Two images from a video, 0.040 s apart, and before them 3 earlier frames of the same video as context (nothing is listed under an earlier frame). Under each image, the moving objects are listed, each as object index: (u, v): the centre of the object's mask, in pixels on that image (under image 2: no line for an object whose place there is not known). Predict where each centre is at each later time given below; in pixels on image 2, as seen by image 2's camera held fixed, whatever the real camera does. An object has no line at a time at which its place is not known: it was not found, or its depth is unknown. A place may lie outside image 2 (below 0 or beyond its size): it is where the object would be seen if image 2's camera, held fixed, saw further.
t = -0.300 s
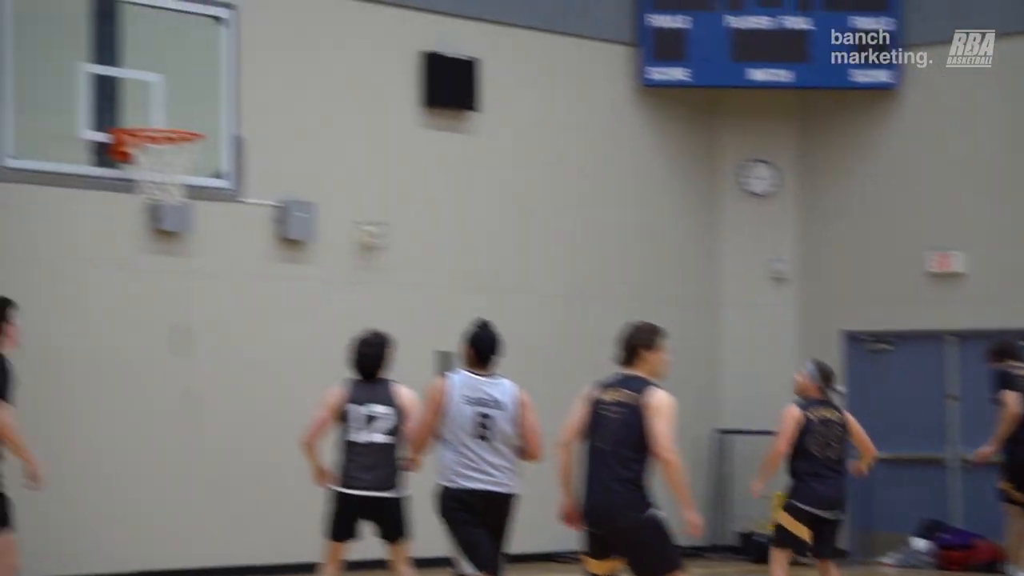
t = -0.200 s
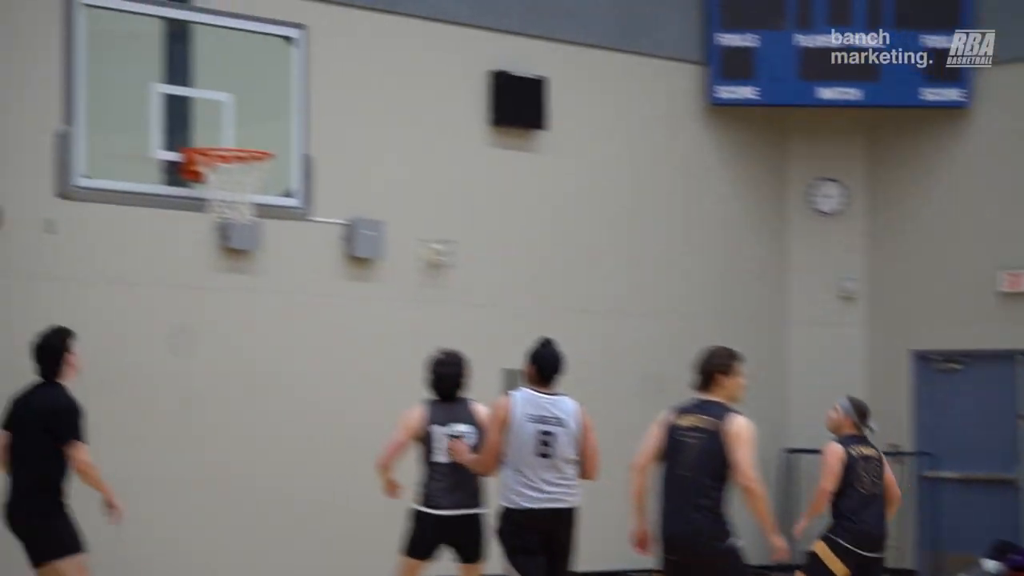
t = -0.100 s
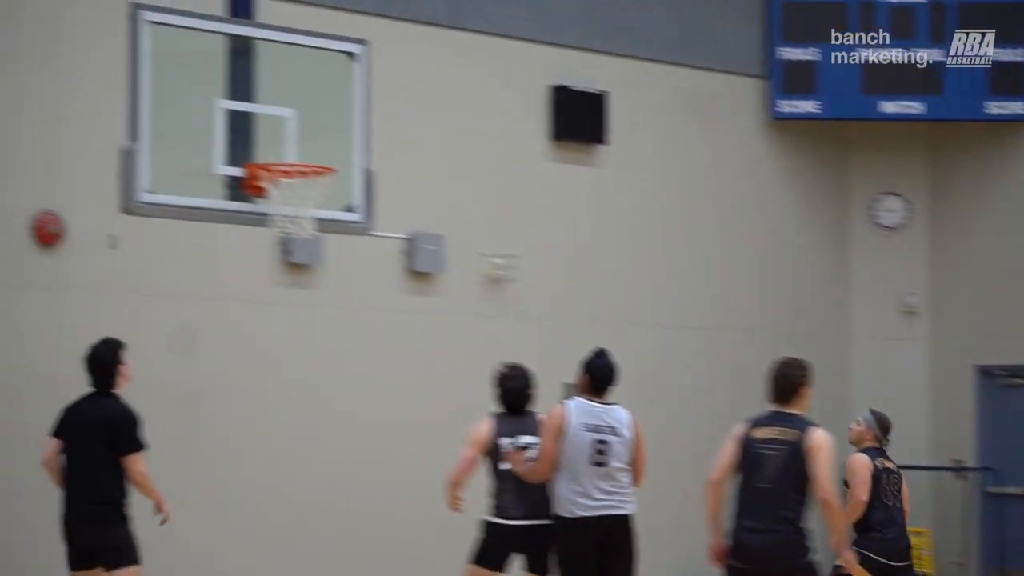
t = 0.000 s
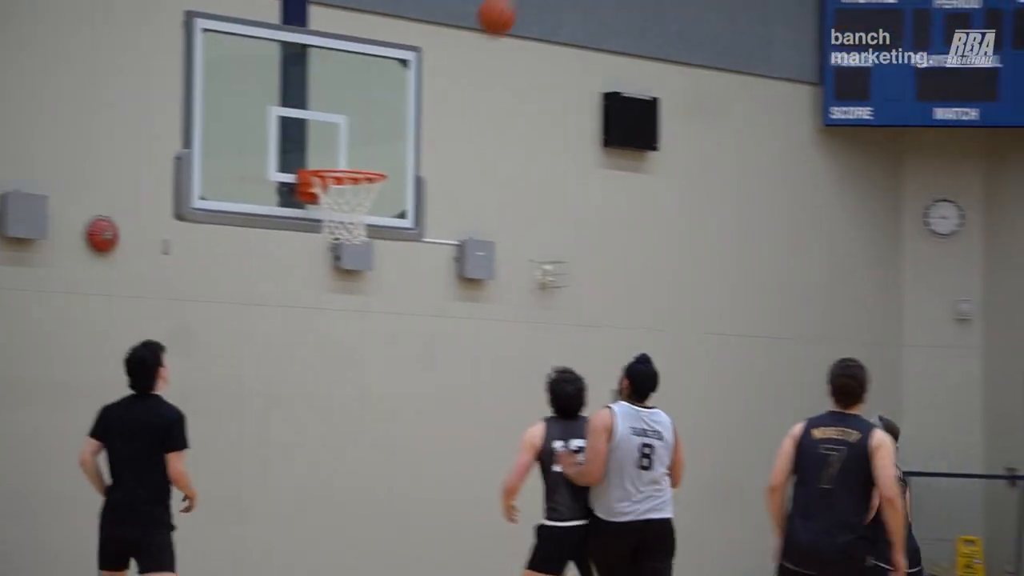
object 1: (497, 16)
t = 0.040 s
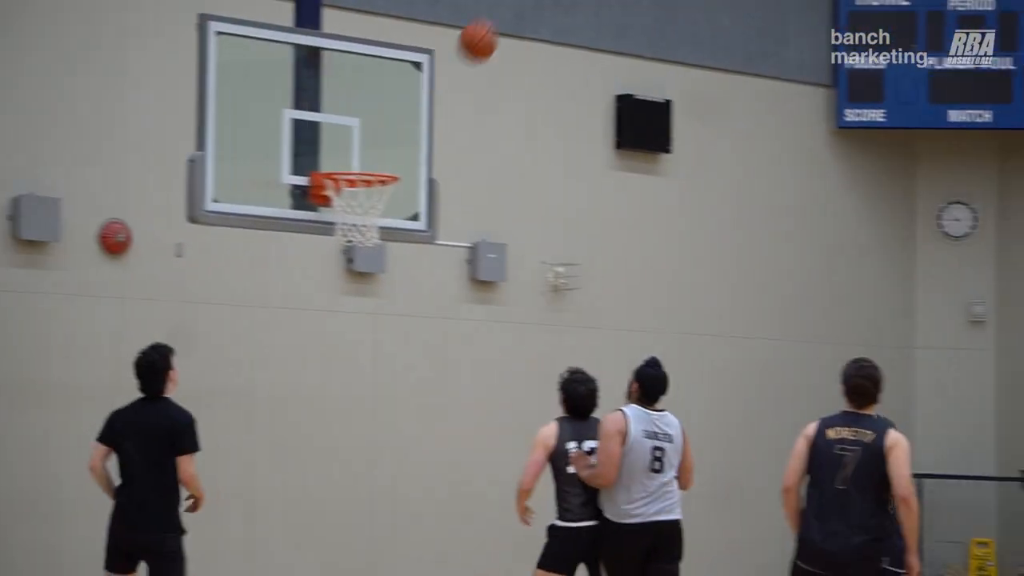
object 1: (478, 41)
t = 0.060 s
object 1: (462, 54)
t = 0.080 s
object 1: (446, 66)
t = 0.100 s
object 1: (430, 80)
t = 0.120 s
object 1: (412, 95)
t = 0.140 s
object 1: (397, 110)
